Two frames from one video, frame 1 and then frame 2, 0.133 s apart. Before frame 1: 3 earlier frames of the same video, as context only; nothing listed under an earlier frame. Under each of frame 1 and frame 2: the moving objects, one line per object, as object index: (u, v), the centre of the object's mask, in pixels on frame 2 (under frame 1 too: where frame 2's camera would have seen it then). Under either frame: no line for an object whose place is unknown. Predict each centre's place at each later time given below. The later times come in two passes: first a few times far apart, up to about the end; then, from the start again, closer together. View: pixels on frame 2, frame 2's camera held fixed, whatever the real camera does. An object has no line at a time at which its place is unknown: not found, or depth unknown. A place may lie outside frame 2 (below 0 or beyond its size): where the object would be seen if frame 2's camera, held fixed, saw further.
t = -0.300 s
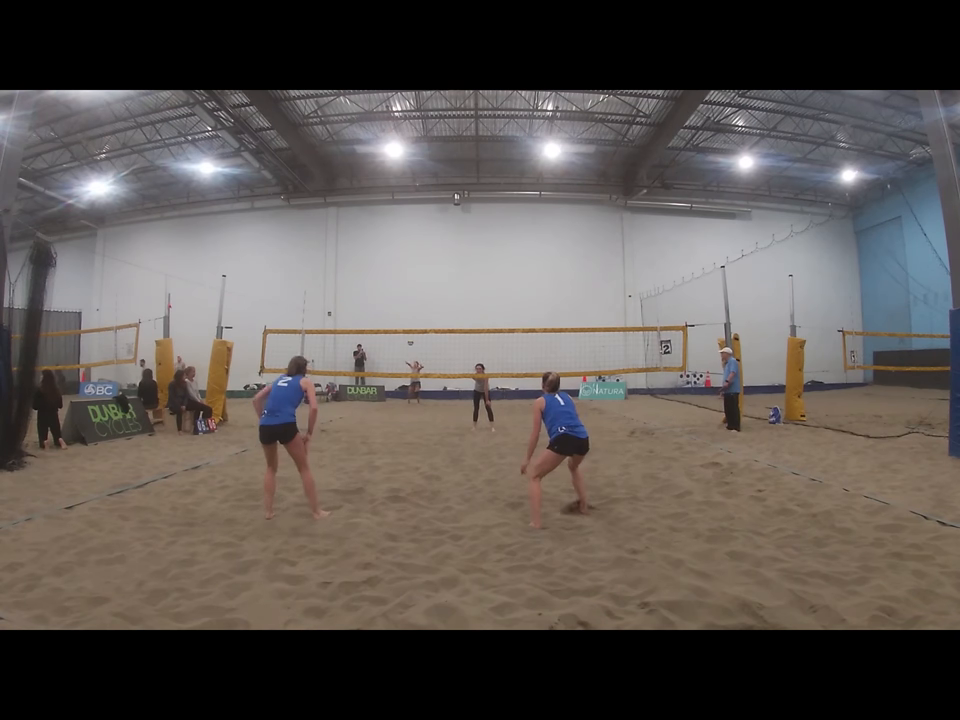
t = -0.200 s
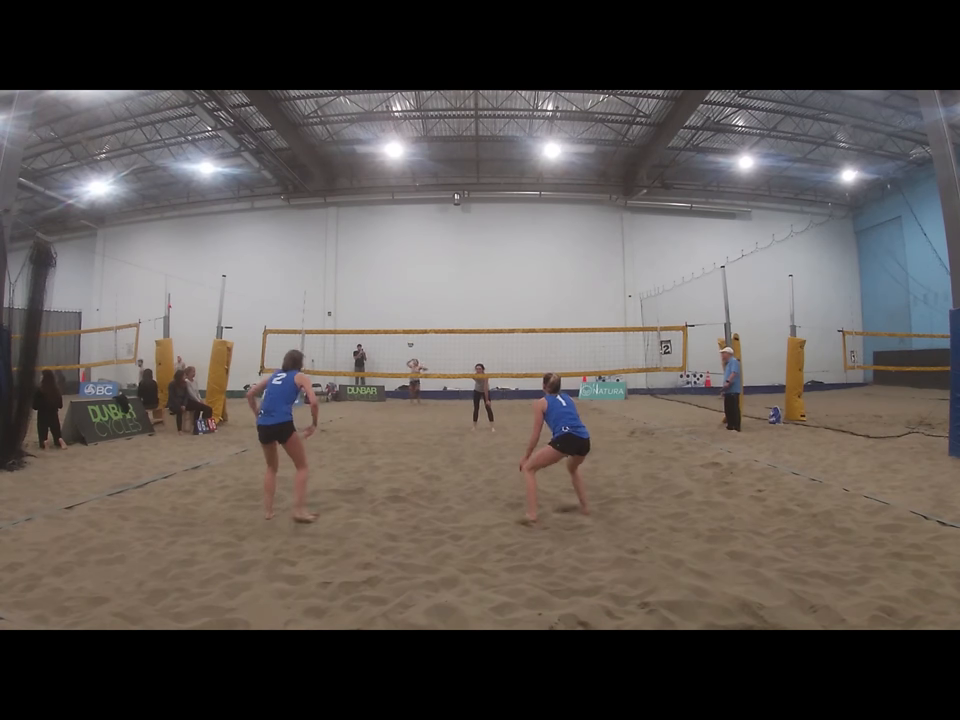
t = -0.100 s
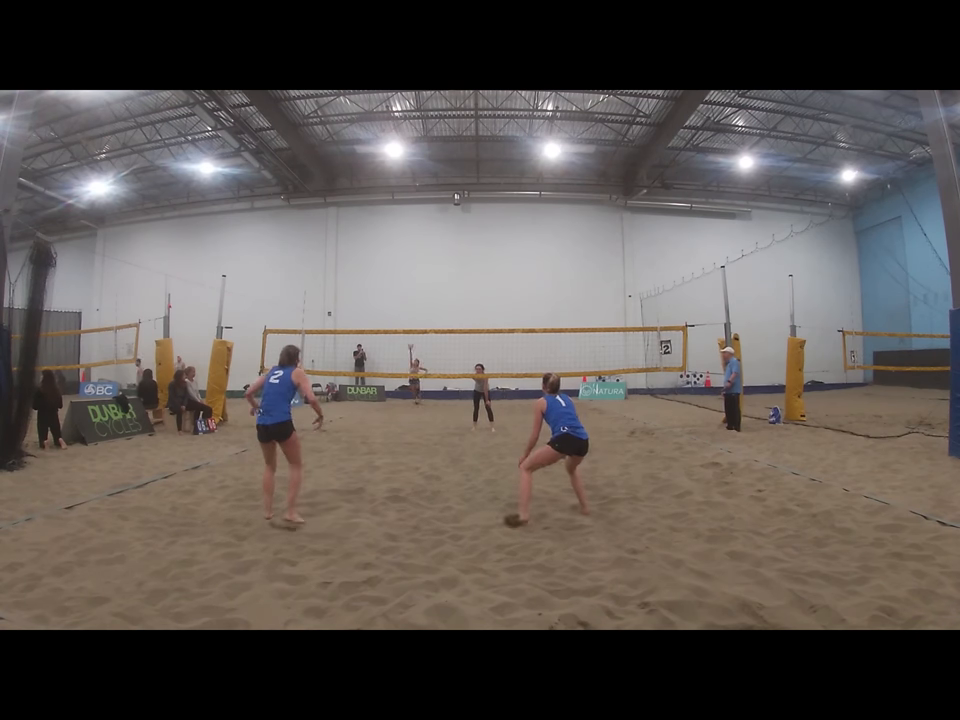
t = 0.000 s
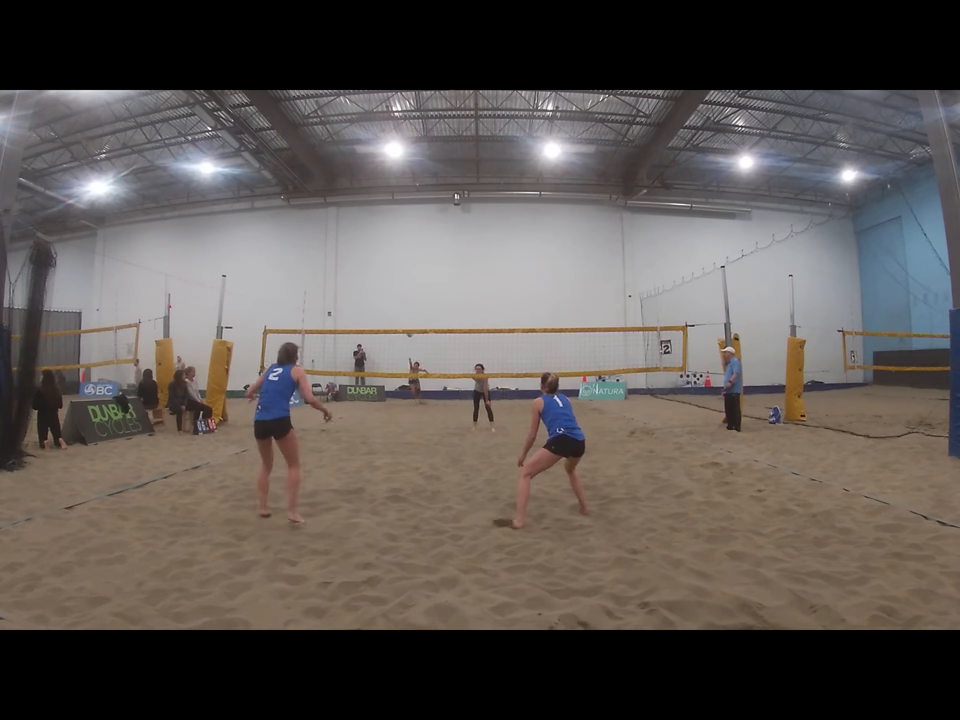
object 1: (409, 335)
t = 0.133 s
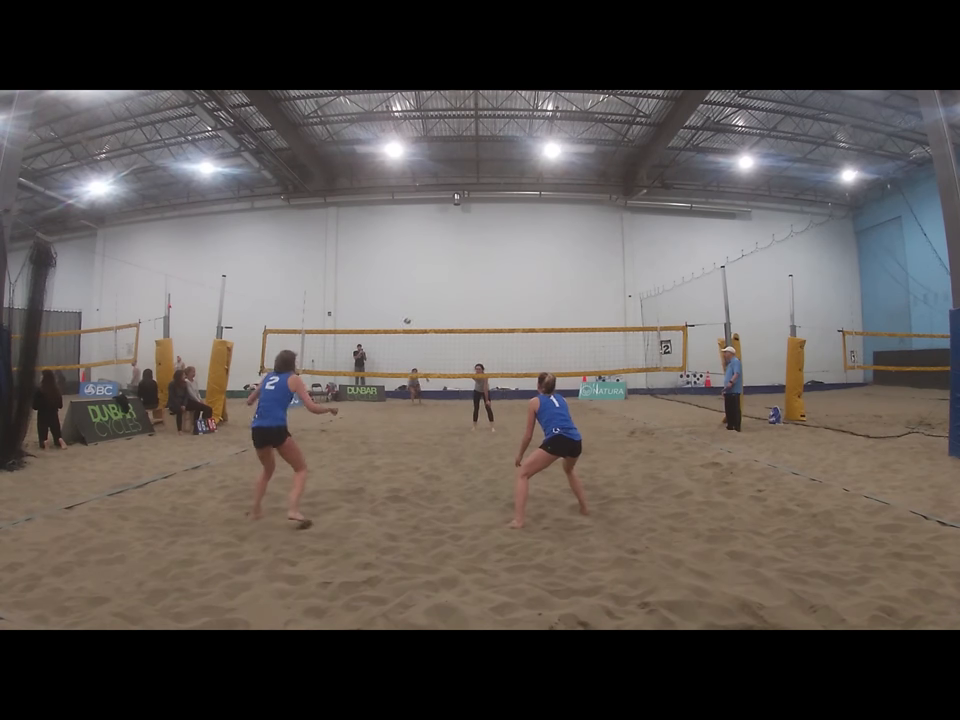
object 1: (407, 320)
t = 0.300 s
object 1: (402, 307)
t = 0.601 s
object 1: (386, 308)
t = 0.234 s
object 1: (404, 312)
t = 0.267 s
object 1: (403, 309)
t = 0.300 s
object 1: (402, 307)
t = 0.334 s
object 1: (401, 306)
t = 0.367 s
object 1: (399, 305)
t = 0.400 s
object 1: (398, 303)
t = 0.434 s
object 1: (396, 302)
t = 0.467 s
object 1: (394, 303)
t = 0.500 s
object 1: (394, 302)
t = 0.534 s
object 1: (391, 304)
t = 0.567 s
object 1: (388, 305)
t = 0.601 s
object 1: (386, 308)
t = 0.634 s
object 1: (384, 311)
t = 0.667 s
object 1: (381, 314)
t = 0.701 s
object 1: (379, 318)
